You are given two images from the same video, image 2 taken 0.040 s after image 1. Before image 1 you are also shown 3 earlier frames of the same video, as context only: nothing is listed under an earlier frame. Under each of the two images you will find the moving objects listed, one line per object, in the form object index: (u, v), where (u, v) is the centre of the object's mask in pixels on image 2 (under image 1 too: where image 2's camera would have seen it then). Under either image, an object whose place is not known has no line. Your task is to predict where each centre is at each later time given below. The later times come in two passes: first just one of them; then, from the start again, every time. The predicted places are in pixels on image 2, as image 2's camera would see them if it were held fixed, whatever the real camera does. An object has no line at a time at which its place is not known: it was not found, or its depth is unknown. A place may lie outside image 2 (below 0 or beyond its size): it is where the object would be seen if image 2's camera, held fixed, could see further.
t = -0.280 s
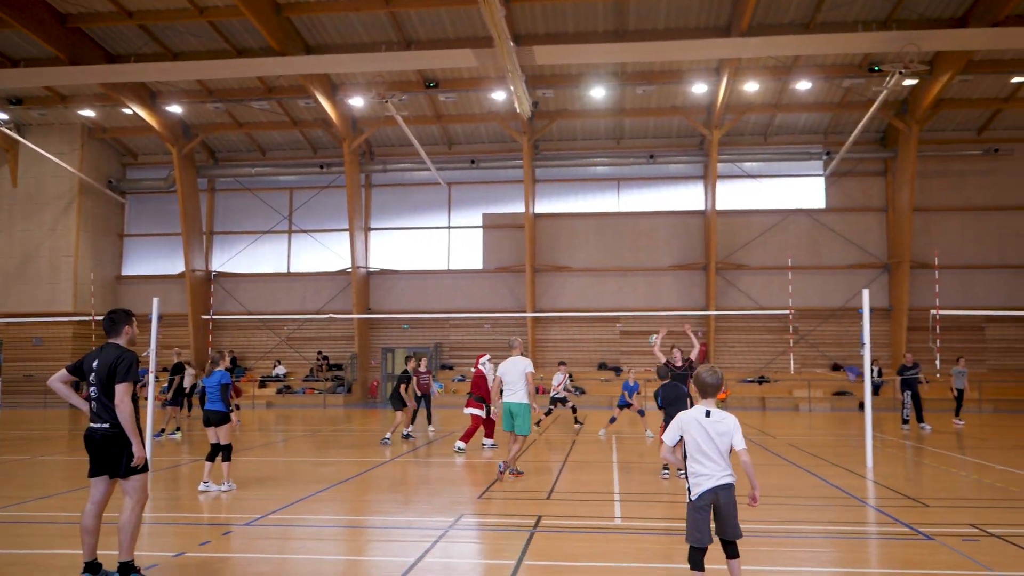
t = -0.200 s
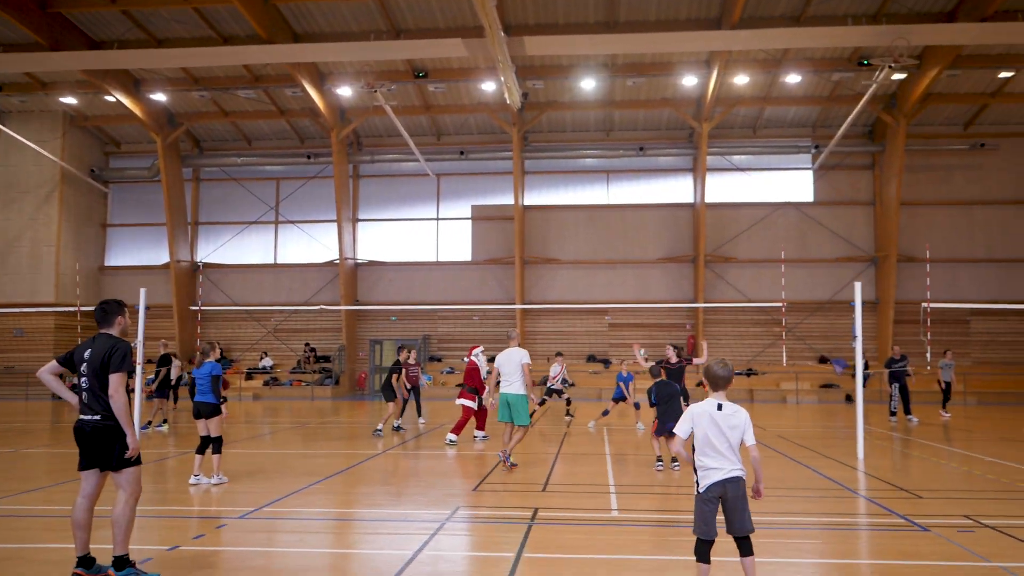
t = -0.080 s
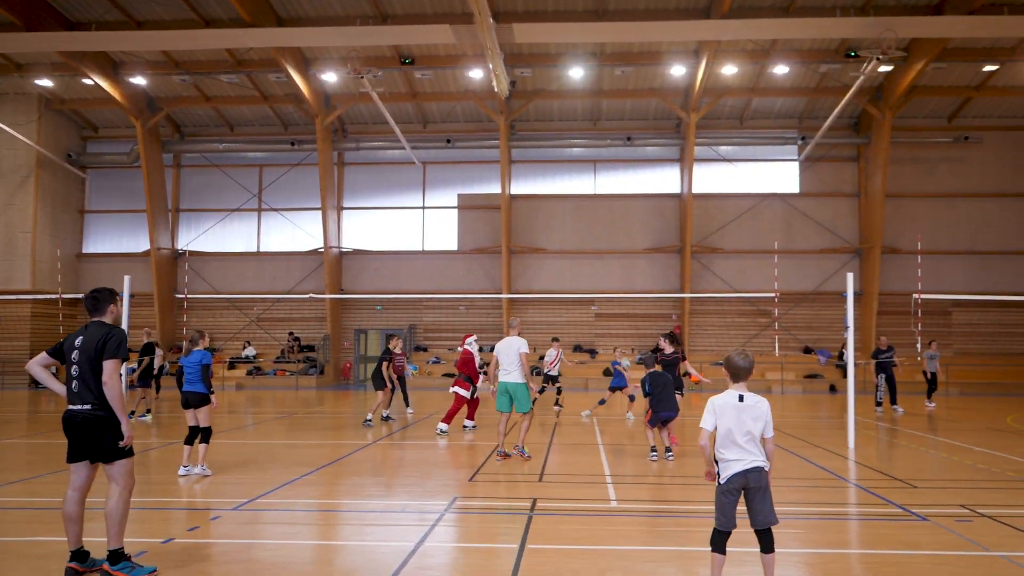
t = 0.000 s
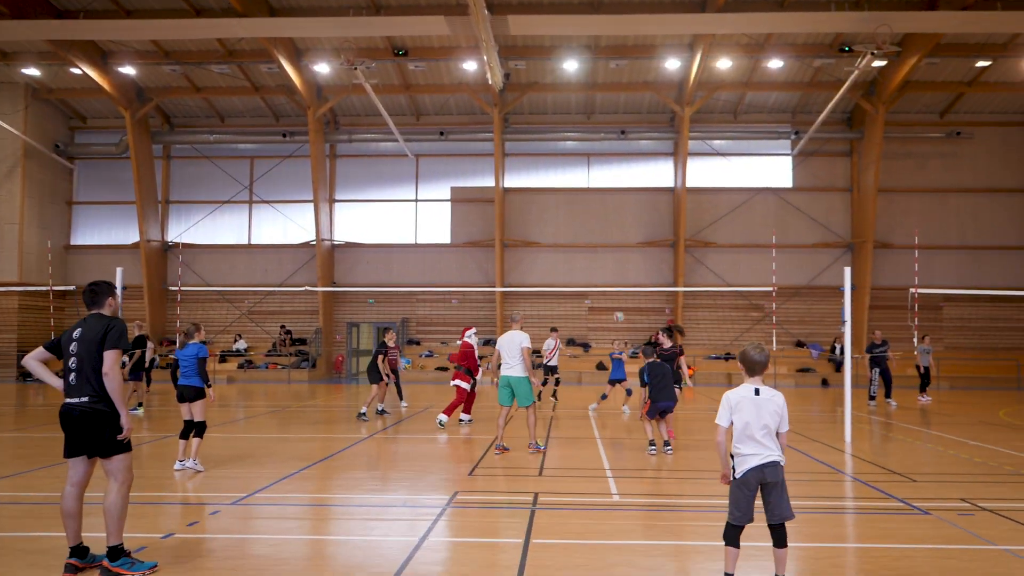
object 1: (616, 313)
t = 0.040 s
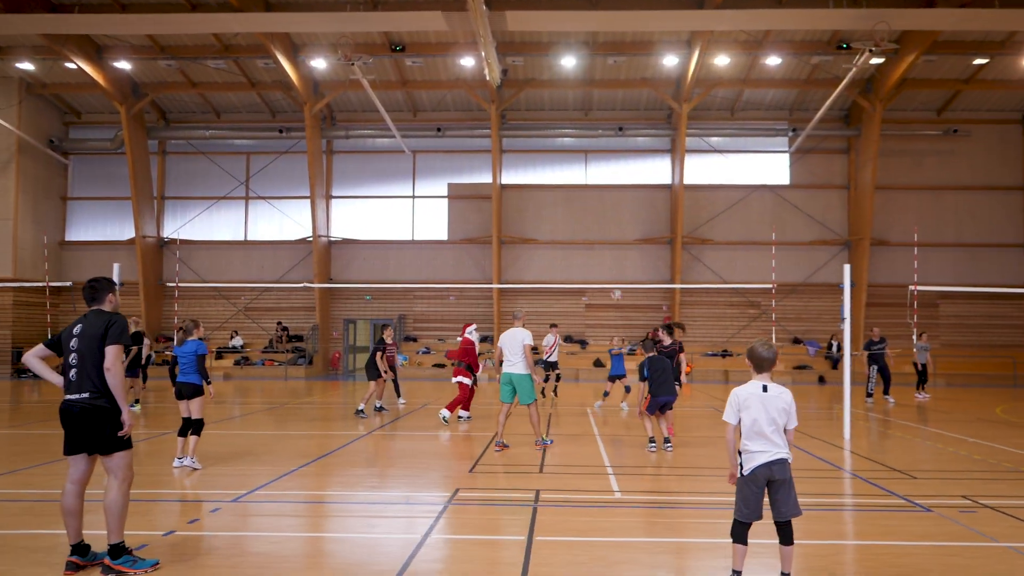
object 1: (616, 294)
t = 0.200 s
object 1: (617, 226)
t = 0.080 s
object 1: (616, 276)
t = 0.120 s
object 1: (617, 258)
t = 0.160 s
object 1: (617, 242)
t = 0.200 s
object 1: (617, 226)
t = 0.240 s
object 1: (617, 211)
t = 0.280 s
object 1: (618, 195)
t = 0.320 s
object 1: (618, 182)
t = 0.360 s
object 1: (619, 168)
